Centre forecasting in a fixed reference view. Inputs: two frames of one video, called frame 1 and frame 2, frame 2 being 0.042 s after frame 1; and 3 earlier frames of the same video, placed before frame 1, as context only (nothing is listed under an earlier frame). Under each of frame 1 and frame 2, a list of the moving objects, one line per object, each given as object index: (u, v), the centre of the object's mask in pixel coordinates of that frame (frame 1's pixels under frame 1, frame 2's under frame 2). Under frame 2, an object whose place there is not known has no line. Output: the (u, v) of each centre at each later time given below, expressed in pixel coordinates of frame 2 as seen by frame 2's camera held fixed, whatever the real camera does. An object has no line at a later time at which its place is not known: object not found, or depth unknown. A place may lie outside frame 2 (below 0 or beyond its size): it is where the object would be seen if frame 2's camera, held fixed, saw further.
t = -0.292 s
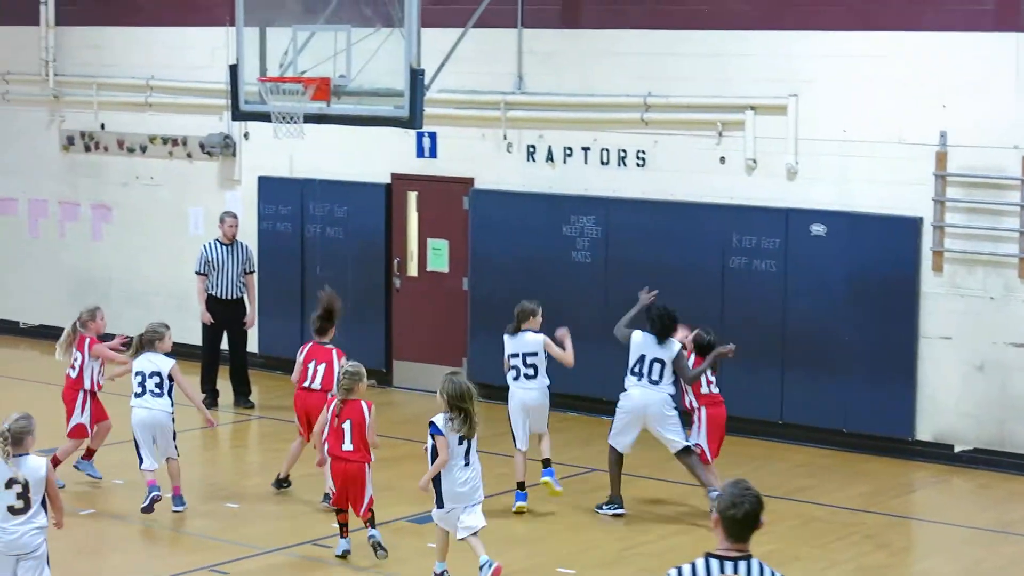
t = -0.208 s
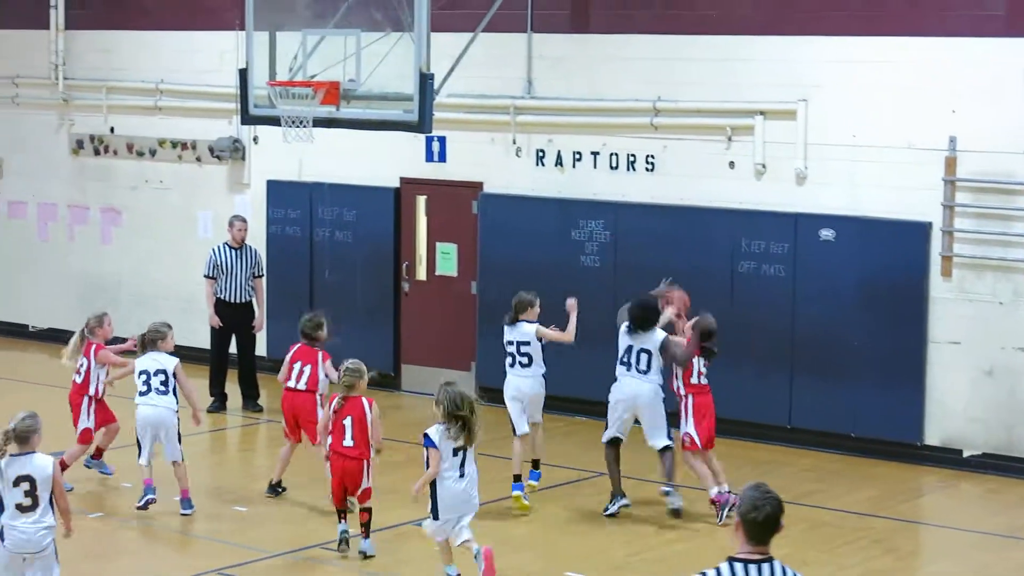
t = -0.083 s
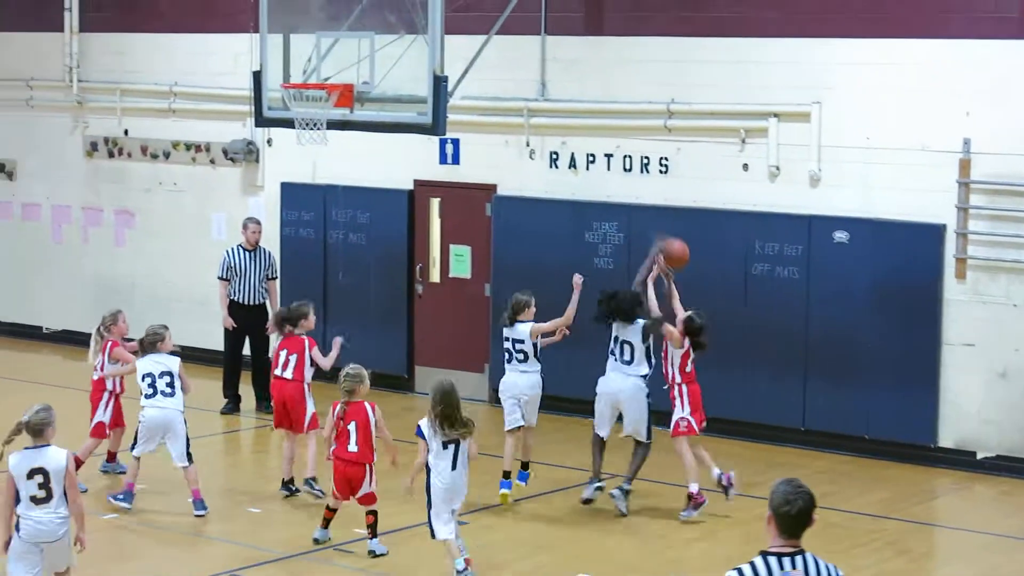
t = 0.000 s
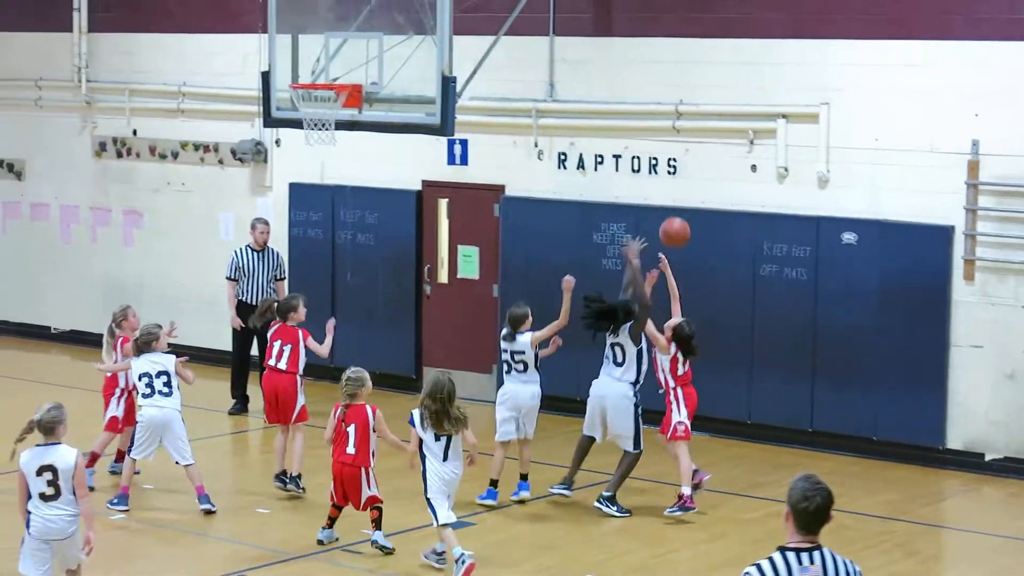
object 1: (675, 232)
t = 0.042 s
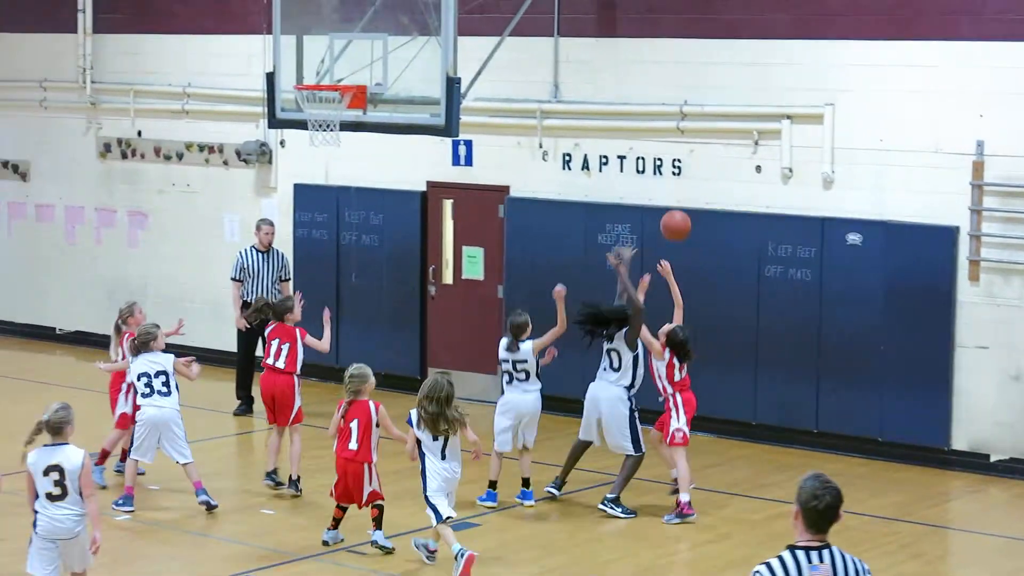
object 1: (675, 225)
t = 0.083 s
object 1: (671, 220)
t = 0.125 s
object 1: (667, 216)
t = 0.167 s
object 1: (663, 215)
